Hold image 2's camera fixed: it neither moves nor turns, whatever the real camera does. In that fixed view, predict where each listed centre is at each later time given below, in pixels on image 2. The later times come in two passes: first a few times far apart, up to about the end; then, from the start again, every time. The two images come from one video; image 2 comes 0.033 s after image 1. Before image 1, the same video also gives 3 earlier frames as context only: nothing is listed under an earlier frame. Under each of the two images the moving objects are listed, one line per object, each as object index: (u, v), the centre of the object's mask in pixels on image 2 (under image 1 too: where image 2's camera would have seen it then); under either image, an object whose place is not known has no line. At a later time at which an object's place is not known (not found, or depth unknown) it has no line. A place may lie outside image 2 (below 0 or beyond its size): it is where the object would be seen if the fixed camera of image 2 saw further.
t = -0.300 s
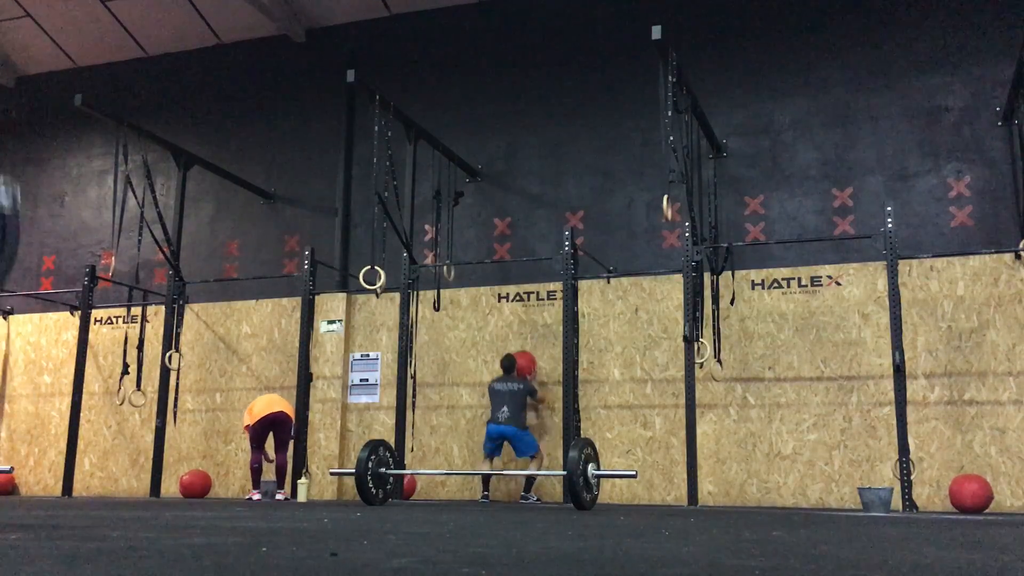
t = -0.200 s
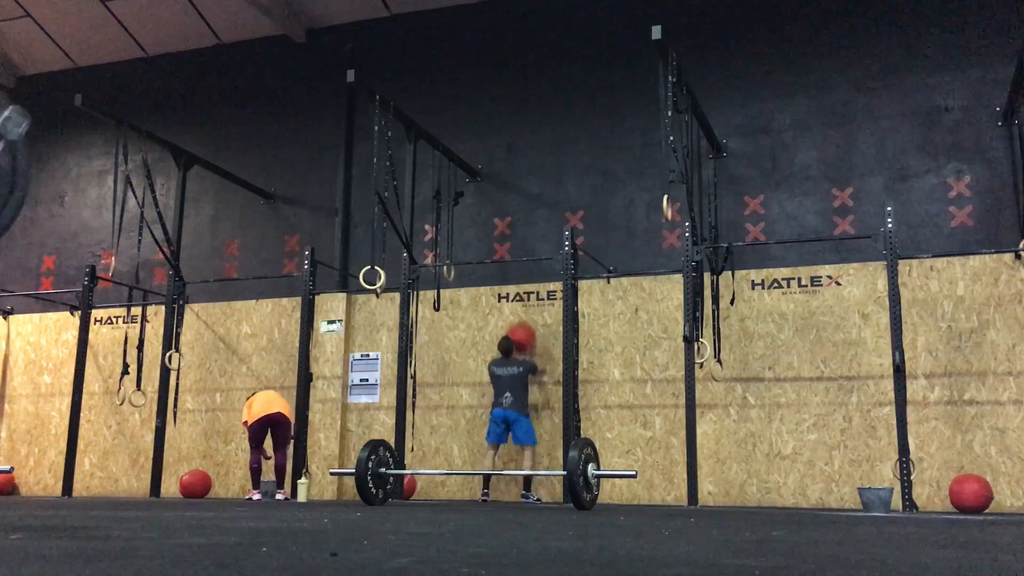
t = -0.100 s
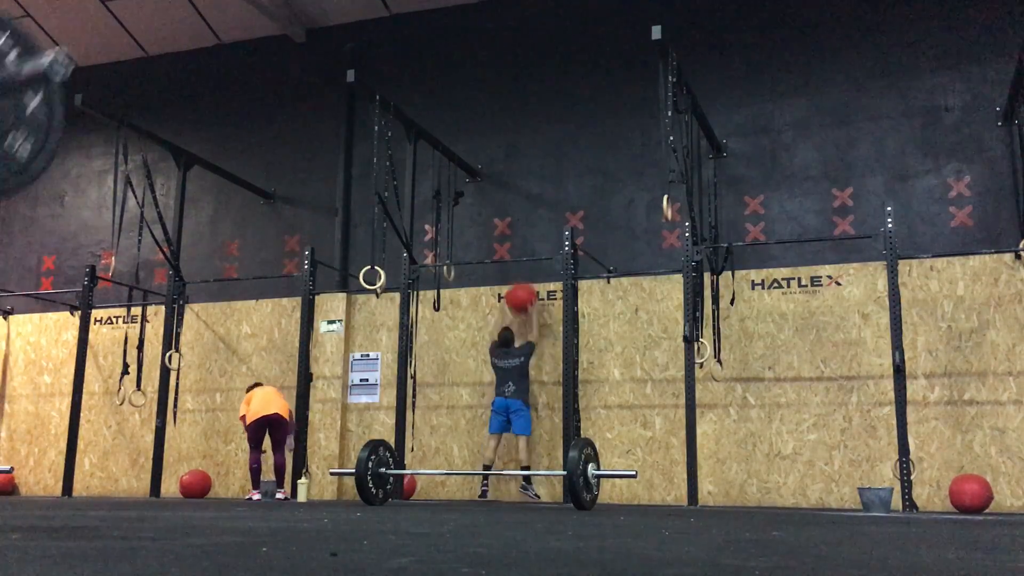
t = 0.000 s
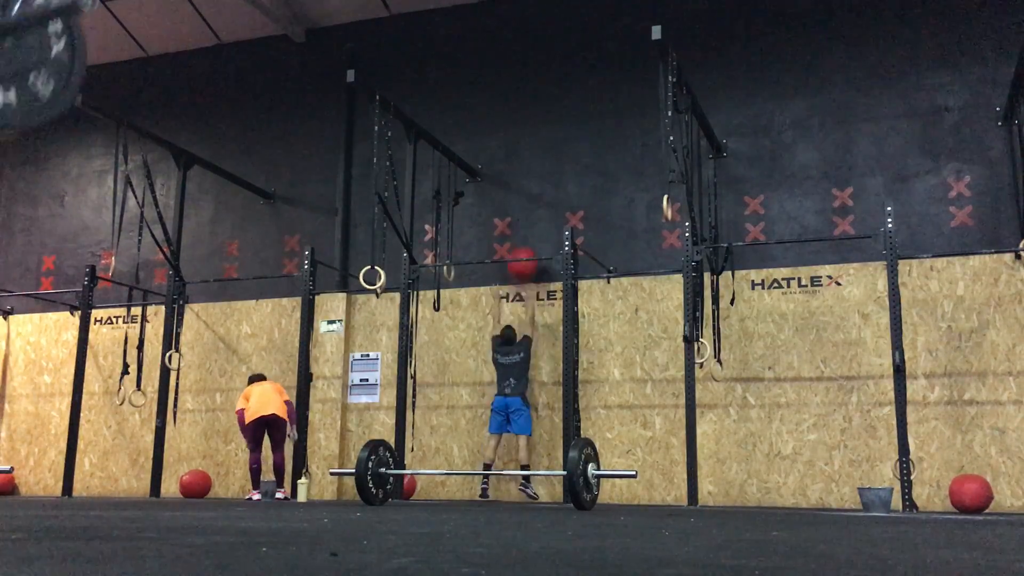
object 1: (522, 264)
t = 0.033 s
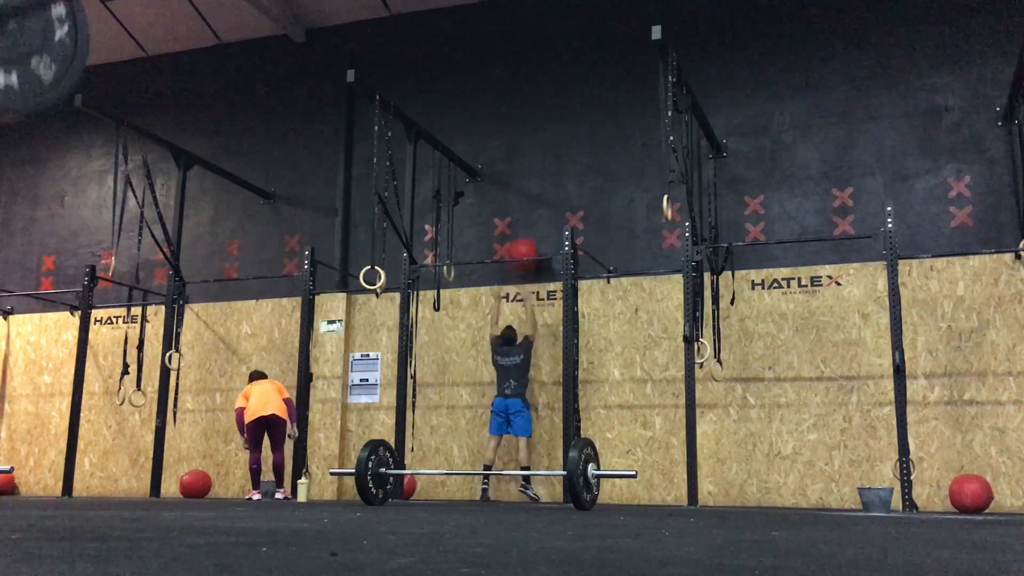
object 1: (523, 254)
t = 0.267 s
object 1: (526, 214)
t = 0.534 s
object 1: (524, 218)
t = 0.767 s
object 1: (520, 272)
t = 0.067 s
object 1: (523, 244)
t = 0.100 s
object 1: (523, 237)
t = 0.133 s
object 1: (524, 229)
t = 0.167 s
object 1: (525, 225)
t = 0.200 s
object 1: (524, 220)
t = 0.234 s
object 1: (525, 216)
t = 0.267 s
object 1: (526, 214)
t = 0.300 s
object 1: (526, 212)
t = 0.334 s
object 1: (526, 210)
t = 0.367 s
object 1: (526, 209)
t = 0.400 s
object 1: (526, 210)
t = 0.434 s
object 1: (525, 210)
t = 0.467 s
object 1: (525, 212)
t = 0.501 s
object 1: (524, 214)
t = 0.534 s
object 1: (524, 218)
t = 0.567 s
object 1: (523, 223)
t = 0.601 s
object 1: (522, 228)
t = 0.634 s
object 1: (522, 234)
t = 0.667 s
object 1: (521, 242)
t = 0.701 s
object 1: (521, 247)
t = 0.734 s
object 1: (521, 260)
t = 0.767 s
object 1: (520, 272)
